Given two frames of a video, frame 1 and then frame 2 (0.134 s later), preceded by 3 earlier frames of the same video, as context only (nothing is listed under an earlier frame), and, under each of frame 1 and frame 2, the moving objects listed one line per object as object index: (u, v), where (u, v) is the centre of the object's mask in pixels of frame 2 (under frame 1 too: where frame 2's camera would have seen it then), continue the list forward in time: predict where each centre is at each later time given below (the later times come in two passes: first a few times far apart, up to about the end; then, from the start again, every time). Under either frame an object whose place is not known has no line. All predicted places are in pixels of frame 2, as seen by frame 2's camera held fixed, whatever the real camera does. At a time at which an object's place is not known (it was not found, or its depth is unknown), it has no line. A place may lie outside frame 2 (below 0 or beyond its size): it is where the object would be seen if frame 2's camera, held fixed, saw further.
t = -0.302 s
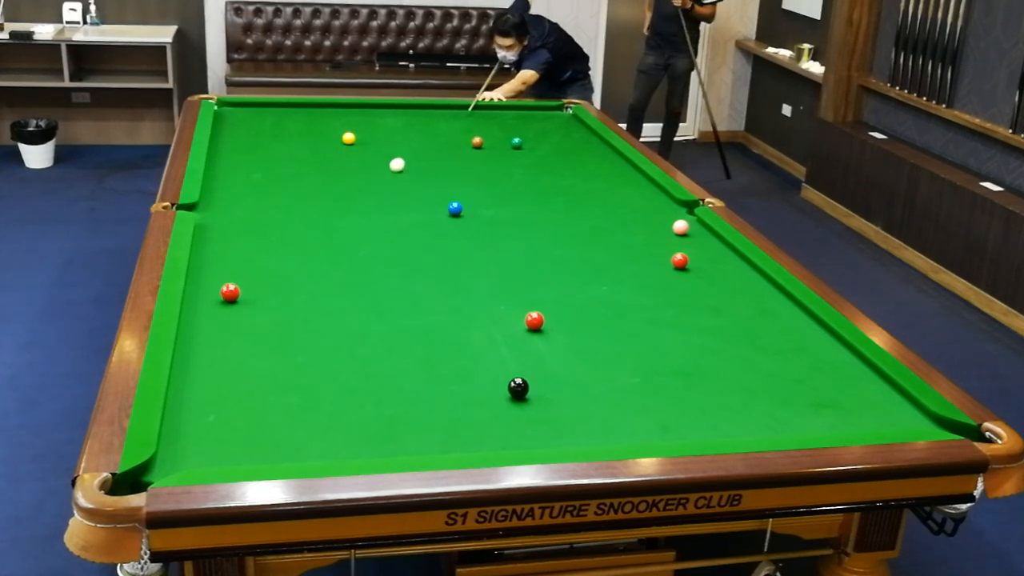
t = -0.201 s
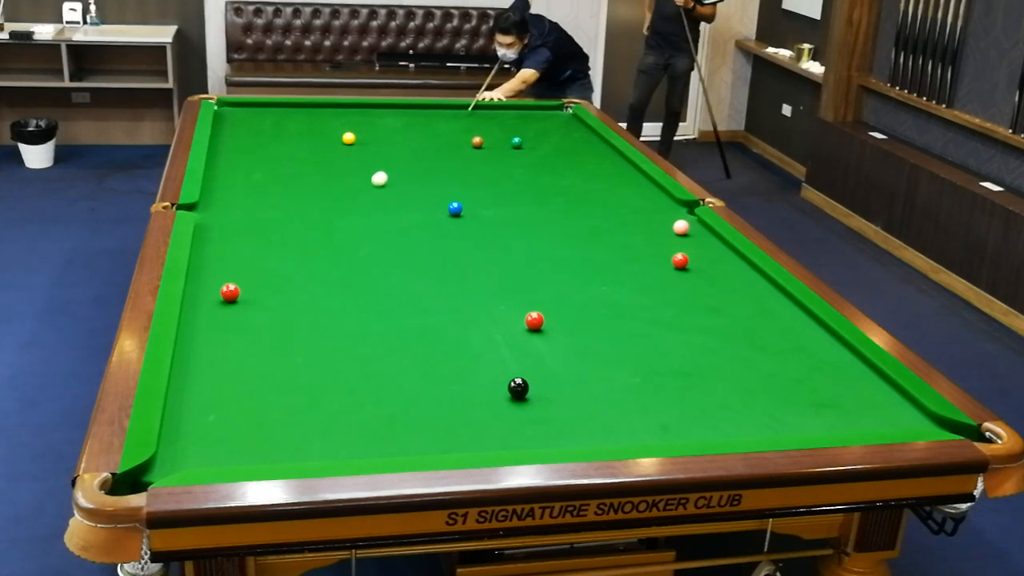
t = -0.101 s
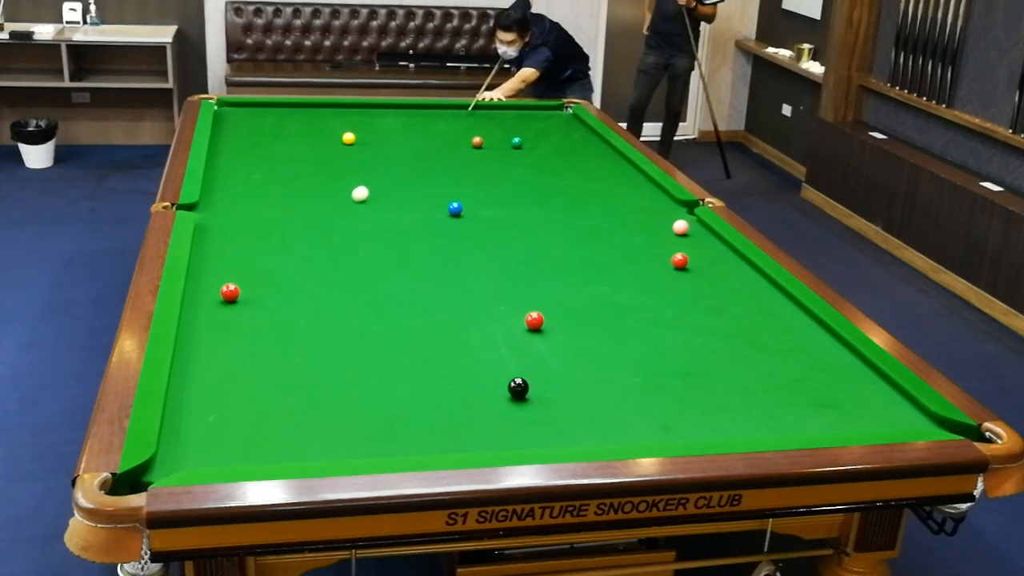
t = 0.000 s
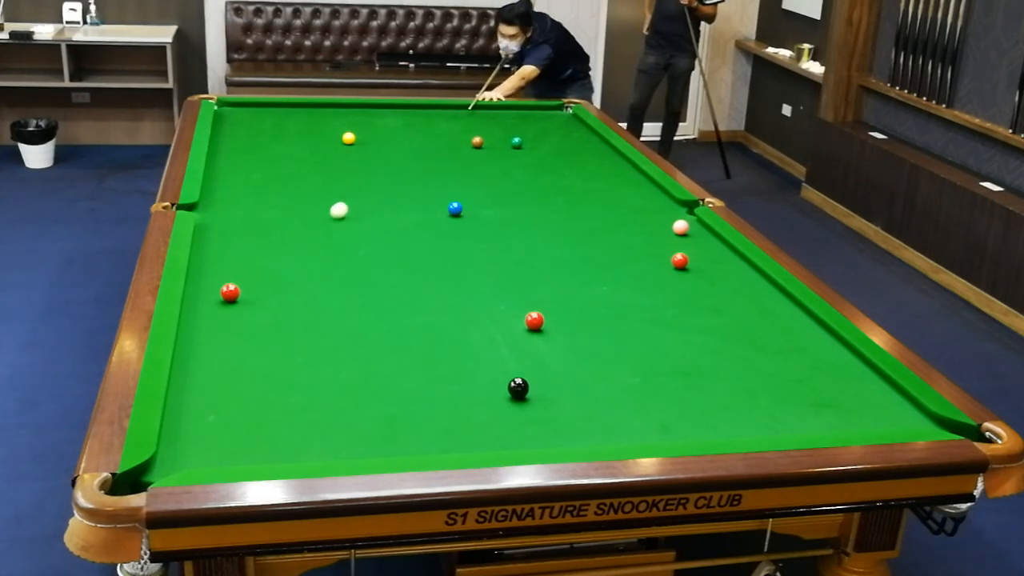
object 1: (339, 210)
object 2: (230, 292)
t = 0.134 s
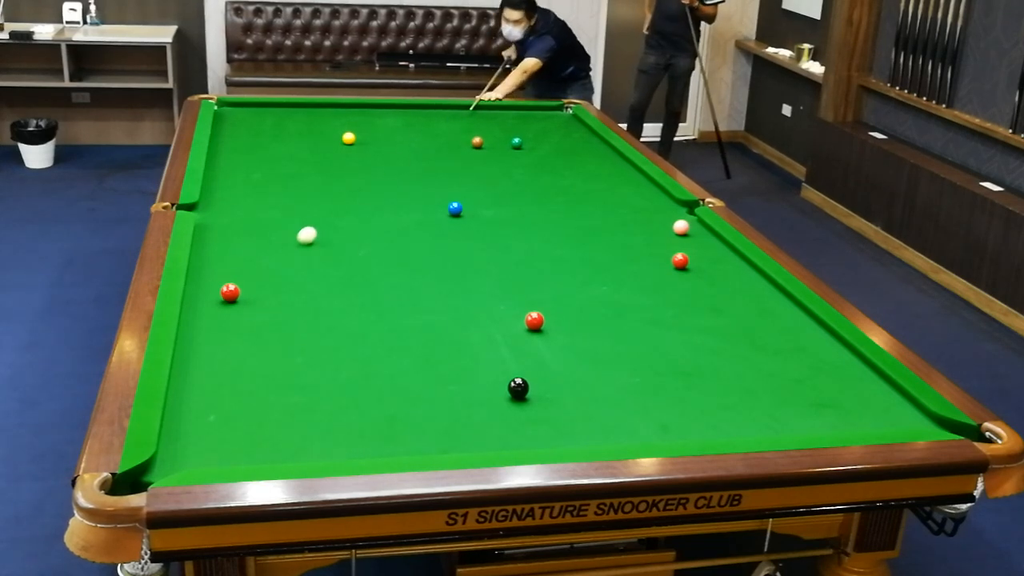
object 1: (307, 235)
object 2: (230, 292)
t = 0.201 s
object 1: (289, 249)
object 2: (230, 293)
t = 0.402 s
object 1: (247, 289)
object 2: (210, 301)
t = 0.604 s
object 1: (258, 304)
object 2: (233, 332)
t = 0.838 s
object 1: (262, 328)
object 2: (297, 357)
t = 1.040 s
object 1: (267, 350)
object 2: (355, 380)
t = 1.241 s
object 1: (271, 373)
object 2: (416, 404)
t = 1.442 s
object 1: (276, 397)
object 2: (481, 430)
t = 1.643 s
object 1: (281, 422)
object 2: (542, 439)
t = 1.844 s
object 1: (287, 449)
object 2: (584, 420)
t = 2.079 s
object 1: (291, 448)
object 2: (628, 398)
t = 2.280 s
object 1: (293, 431)
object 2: (662, 381)
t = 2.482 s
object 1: (294, 416)
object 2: (692, 365)
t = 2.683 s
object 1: (295, 403)
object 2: (720, 351)
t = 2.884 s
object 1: (296, 390)
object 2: (746, 338)
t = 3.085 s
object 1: (296, 379)
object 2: (769, 326)
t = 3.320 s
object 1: (298, 367)
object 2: (794, 313)
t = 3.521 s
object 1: (298, 357)
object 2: (782, 305)
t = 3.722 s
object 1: (300, 349)
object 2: (756, 299)
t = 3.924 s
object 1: (300, 341)
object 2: (732, 293)
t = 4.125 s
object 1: (302, 334)
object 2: (709, 287)
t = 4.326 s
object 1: (303, 328)
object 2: (689, 282)
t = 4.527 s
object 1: (304, 322)
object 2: (670, 277)
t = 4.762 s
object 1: (306, 317)
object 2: (649, 272)
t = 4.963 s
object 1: (307, 312)
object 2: (633, 268)
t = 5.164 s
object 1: (307, 308)
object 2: (617, 264)
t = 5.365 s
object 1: (307, 305)
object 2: (604, 261)
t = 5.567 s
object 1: (307, 302)
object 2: (592, 257)
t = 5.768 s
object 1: (307, 300)
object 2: (581, 254)
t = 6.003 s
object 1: (306, 297)
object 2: (568, 251)
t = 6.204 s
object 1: (306, 296)
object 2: (559, 249)
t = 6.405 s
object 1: (305, 295)
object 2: (550, 247)
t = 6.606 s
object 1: (305, 294)
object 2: (542, 245)
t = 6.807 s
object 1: (305, 294)
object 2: (535, 243)
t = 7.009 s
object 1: (305, 294)
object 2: (529, 242)
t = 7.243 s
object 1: (305, 294)
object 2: (523, 241)
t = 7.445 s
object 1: (306, 294)
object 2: (519, 239)
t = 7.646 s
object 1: (306, 294)
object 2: (515, 239)
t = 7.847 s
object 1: (306, 294)
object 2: (512, 238)
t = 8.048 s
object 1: (306, 294)
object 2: (511, 237)
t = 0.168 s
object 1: (298, 242)
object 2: (230, 292)
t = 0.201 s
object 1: (289, 249)
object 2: (230, 293)
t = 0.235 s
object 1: (280, 257)
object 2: (230, 292)
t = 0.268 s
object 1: (270, 264)
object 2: (230, 293)
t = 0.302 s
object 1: (260, 272)
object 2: (230, 293)
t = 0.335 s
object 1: (249, 280)
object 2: (230, 293)
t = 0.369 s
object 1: (243, 287)
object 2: (225, 294)
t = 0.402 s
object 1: (247, 289)
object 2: (210, 301)
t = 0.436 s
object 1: (250, 291)
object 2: (194, 309)
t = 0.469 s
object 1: (253, 293)
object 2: (193, 315)
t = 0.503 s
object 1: (255, 295)
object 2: (204, 319)
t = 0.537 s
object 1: (256, 298)
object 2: (214, 324)
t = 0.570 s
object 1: (257, 301)
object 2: (224, 328)
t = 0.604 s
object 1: (258, 304)
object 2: (233, 332)
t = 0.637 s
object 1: (258, 307)
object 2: (242, 335)
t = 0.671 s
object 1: (259, 311)
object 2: (252, 339)
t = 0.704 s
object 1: (260, 314)
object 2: (260, 342)
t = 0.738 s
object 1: (260, 318)
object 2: (269, 347)
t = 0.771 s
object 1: (261, 321)
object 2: (279, 350)
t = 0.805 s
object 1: (262, 324)
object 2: (288, 354)
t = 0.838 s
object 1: (262, 328)
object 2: (297, 357)
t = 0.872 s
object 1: (263, 331)
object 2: (306, 361)
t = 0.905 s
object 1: (264, 335)
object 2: (316, 365)
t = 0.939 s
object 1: (265, 338)
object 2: (325, 369)
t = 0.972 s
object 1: (265, 342)
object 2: (335, 373)
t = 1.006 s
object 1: (266, 346)
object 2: (345, 376)
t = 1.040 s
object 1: (267, 350)
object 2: (355, 380)
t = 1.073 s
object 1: (268, 353)
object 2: (365, 384)
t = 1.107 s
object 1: (268, 357)
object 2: (375, 388)
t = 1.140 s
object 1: (269, 361)
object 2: (385, 392)
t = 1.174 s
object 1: (270, 365)
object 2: (395, 396)
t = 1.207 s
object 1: (271, 368)
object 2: (406, 400)
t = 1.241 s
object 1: (271, 373)
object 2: (416, 404)
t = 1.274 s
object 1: (272, 376)
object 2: (426, 408)
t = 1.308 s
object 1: (273, 380)
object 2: (437, 413)
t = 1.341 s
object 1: (274, 384)
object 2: (448, 417)
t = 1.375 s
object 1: (274, 389)
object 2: (459, 421)
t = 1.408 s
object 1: (275, 393)
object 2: (470, 426)
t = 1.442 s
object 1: (276, 397)
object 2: (481, 430)
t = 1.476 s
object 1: (277, 401)
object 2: (492, 435)
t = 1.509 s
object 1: (278, 405)
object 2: (503, 438)
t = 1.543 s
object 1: (279, 410)
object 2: (514, 441)
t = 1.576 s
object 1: (279, 414)
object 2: (525, 443)
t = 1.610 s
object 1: (280, 418)
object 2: (535, 442)
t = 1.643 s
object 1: (281, 422)
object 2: (542, 439)
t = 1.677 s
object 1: (282, 427)
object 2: (549, 437)
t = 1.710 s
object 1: (283, 432)
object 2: (557, 433)
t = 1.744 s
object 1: (284, 436)
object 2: (564, 430)
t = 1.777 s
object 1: (285, 440)
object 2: (571, 426)
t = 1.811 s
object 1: (286, 445)
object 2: (577, 423)
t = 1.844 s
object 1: (287, 449)
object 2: (584, 420)
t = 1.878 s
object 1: (288, 452)
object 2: (591, 416)
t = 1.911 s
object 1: (289, 455)
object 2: (597, 413)
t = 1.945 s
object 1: (290, 457)
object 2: (603, 410)
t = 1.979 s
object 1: (290, 455)
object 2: (610, 407)
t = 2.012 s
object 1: (290, 452)
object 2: (616, 404)
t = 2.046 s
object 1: (291, 451)
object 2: (622, 400)
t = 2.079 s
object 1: (291, 448)
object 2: (628, 398)
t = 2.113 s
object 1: (291, 445)
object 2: (634, 394)
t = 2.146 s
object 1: (292, 443)
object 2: (639, 391)
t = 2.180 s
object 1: (292, 440)
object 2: (645, 389)
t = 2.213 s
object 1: (292, 437)
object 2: (651, 386)
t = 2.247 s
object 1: (292, 434)
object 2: (656, 383)
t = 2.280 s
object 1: (293, 431)
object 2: (662, 381)
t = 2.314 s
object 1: (293, 429)
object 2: (667, 378)
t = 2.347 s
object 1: (293, 426)
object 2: (672, 375)
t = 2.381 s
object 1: (294, 424)
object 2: (677, 373)
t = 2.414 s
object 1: (294, 421)
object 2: (682, 370)
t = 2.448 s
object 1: (294, 419)
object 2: (687, 367)
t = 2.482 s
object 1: (294, 416)
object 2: (692, 365)
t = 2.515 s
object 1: (294, 414)
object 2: (697, 362)
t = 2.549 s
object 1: (295, 412)
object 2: (702, 360)
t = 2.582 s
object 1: (295, 409)
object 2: (706, 358)
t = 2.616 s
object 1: (295, 407)
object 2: (711, 355)
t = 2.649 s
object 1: (295, 405)
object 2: (716, 353)
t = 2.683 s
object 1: (295, 403)
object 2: (720, 351)
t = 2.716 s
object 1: (295, 400)
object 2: (725, 349)
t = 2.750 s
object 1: (295, 398)
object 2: (729, 346)
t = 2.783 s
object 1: (295, 396)
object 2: (733, 344)
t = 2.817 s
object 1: (296, 394)
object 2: (737, 342)
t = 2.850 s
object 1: (296, 392)
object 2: (742, 340)
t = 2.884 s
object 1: (296, 390)
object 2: (746, 338)
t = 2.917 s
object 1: (296, 388)
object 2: (750, 336)
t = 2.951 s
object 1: (296, 386)
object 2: (754, 334)
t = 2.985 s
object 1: (296, 384)
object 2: (758, 332)
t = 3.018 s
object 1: (296, 382)
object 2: (761, 330)
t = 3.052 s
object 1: (296, 380)
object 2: (765, 328)
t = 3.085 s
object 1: (296, 379)
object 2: (769, 326)
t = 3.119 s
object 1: (296, 377)
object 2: (773, 324)
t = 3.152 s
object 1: (297, 375)
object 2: (777, 323)
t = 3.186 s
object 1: (297, 373)
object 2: (780, 321)
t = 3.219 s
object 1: (297, 372)
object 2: (783, 319)
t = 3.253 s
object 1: (297, 370)
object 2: (787, 317)
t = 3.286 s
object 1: (297, 368)
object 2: (790, 315)
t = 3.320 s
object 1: (298, 367)
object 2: (794, 313)
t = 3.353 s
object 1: (298, 365)
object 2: (797, 312)
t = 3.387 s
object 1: (298, 364)
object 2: (800, 310)
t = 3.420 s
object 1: (298, 362)
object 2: (796, 309)
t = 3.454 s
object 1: (298, 360)
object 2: (791, 308)
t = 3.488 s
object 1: (298, 359)
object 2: (786, 306)
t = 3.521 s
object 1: (298, 357)
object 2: (782, 305)
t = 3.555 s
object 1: (299, 356)
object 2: (777, 304)
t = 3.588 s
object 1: (299, 355)
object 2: (773, 303)
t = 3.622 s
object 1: (299, 353)
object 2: (769, 302)
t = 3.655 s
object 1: (299, 352)
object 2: (764, 301)
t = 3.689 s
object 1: (300, 350)
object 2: (760, 300)
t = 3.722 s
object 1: (300, 349)
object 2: (756, 299)
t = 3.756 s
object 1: (300, 348)
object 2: (752, 298)
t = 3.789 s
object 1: (300, 346)
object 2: (748, 297)
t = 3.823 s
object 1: (300, 345)
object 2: (743, 296)
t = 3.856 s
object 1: (300, 344)
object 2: (739, 295)
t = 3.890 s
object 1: (300, 343)
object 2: (736, 294)
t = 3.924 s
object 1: (300, 341)
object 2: (732, 293)
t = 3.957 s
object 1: (301, 340)
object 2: (728, 292)
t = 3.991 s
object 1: (301, 339)
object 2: (724, 291)
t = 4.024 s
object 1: (301, 338)
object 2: (720, 290)
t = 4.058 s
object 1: (301, 337)
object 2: (717, 289)
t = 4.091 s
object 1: (301, 335)
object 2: (713, 288)
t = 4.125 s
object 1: (302, 334)
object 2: (709, 287)
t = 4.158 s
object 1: (302, 333)
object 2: (706, 287)
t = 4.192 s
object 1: (302, 332)
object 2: (702, 286)
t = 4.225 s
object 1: (302, 331)
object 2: (699, 285)
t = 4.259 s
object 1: (303, 330)
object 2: (695, 284)
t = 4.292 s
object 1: (303, 329)
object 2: (692, 282)
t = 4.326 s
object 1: (303, 328)
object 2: (689, 282)
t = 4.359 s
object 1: (304, 327)
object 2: (686, 281)
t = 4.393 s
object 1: (304, 326)
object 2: (683, 280)
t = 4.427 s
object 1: (304, 325)
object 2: (679, 279)
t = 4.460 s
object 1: (304, 324)
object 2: (676, 278)
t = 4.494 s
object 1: (305, 323)
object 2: (673, 278)
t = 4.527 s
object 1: (304, 322)
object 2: (670, 277)
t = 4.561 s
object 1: (305, 322)
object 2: (666, 276)
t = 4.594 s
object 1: (305, 321)
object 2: (663, 275)
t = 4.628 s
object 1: (305, 320)
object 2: (661, 275)
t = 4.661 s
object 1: (306, 319)
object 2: (658, 274)
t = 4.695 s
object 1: (306, 318)
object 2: (655, 273)
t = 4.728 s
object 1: (306, 318)
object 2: (652, 273)
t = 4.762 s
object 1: (306, 317)
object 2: (649, 272)
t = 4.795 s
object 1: (306, 316)
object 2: (646, 271)
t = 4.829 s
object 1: (306, 315)
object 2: (644, 271)
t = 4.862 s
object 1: (306, 314)
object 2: (641, 270)
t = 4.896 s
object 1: (307, 314)
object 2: (638, 269)
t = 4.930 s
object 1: (307, 313)
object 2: (636, 269)
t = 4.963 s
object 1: (307, 312)
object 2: (633, 268)
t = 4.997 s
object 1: (307, 312)
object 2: (630, 267)
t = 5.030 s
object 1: (307, 311)
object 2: (628, 267)
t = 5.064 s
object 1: (307, 310)
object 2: (625, 266)
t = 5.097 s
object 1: (307, 310)
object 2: (622, 266)
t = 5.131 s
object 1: (307, 309)
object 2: (620, 265)
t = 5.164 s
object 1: (307, 308)
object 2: (617, 264)
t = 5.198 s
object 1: (307, 308)
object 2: (616, 263)
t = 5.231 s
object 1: (307, 307)
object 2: (613, 263)
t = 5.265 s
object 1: (307, 307)
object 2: (611, 262)
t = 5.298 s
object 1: (307, 306)
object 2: (609, 262)
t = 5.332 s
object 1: (307, 306)
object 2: (607, 261)
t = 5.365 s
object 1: (307, 305)
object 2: (604, 261)
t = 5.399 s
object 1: (307, 304)
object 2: (602, 260)
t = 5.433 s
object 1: (307, 304)
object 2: (600, 259)
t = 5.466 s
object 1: (307, 303)
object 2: (598, 259)
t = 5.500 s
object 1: (307, 303)
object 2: (596, 258)
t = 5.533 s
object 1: (307, 302)
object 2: (594, 258)
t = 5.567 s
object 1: (307, 302)
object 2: (592, 257)
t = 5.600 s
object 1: (307, 302)
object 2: (590, 257)
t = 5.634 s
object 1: (307, 301)
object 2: (588, 256)
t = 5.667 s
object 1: (307, 301)
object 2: (586, 256)
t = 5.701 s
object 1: (307, 300)
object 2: (584, 255)
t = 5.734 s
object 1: (307, 300)
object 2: (582, 255)
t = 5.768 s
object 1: (307, 300)
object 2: (581, 254)
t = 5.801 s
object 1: (307, 299)
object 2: (579, 254)
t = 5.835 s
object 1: (307, 299)
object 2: (577, 253)
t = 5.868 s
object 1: (307, 299)
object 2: (575, 253)
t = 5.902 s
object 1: (307, 298)
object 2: (573, 253)
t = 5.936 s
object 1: (306, 298)
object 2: (571, 252)
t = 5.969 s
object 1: (306, 298)
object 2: (570, 252)
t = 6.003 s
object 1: (306, 297)
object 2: (568, 251)
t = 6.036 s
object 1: (306, 297)
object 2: (566, 251)
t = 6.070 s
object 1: (306, 297)
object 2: (565, 250)
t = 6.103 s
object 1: (306, 297)
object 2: (563, 250)
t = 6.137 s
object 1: (306, 296)
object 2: (561, 250)
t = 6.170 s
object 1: (306, 296)
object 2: (560, 249)
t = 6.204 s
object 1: (306, 296)
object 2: (559, 249)
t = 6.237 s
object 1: (306, 296)
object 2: (557, 248)
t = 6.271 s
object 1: (306, 296)
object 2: (556, 248)
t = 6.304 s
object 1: (305, 295)
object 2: (554, 248)
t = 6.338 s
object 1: (305, 295)
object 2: (552, 247)
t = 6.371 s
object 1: (305, 295)
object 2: (551, 247)
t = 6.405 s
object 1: (305, 295)
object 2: (550, 247)
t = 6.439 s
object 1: (305, 295)
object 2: (548, 246)
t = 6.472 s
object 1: (305, 295)
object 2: (547, 246)
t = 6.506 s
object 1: (305, 295)
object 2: (546, 246)
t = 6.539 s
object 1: (305, 294)
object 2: (545, 245)
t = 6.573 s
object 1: (305, 294)
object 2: (543, 245)
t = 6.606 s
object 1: (305, 294)
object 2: (542, 245)
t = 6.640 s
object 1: (305, 294)
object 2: (541, 244)
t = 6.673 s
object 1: (305, 294)
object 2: (540, 244)
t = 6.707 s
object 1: (305, 294)
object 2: (538, 244)
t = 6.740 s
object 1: (305, 294)
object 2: (537, 243)
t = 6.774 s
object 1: (305, 294)
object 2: (537, 243)
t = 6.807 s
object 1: (305, 294)
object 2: (535, 243)
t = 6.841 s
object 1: (305, 294)
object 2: (534, 243)
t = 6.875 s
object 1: (305, 294)
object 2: (533, 242)
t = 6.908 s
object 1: (305, 294)
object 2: (532, 242)
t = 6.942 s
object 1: (305, 294)
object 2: (531, 242)
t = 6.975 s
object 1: (305, 294)
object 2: (530, 242)
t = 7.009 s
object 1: (305, 294)
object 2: (529, 242)
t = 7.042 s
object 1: (305, 294)
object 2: (528, 242)
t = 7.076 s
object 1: (305, 294)
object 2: (527, 241)
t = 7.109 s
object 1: (305, 294)
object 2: (526, 241)
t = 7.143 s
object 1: (305, 294)
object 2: (525, 241)
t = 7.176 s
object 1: (305, 294)
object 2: (524, 241)
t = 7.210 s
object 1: (306, 294)
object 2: (524, 241)
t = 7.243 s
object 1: (305, 294)
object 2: (523, 241)
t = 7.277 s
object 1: (306, 294)
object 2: (522, 240)
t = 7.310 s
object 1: (306, 294)
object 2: (522, 240)
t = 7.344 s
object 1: (306, 294)
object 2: (521, 240)
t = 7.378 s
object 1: (306, 294)
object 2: (520, 240)
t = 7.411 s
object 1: (306, 294)
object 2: (520, 239)
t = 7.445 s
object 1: (306, 294)
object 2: (519, 239)
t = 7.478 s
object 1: (306, 294)
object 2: (518, 239)
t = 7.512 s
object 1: (306, 294)
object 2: (518, 239)
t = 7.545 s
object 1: (306, 294)
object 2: (517, 239)
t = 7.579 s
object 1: (306, 294)
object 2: (516, 238)
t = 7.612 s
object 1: (306, 294)
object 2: (516, 238)
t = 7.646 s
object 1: (306, 294)
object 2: (515, 239)
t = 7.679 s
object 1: (306, 294)
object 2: (515, 239)
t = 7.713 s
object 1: (306, 294)
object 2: (514, 238)
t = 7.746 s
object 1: (306, 294)
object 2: (514, 238)
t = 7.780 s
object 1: (306, 294)
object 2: (513, 238)
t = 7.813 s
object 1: (306, 294)
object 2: (513, 238)
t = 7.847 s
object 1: (306, 294)
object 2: (512, 238)
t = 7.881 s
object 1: (306, 294)
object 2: (512, 238)
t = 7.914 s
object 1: (306, 294)
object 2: (512, 238)
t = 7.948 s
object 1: (306, 294)
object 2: (511, 238)
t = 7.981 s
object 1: (306, 294)
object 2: (511, 237)
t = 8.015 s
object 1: (306, 294)
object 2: (511, 237)
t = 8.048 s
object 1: (306, 294)
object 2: (511, 237)
